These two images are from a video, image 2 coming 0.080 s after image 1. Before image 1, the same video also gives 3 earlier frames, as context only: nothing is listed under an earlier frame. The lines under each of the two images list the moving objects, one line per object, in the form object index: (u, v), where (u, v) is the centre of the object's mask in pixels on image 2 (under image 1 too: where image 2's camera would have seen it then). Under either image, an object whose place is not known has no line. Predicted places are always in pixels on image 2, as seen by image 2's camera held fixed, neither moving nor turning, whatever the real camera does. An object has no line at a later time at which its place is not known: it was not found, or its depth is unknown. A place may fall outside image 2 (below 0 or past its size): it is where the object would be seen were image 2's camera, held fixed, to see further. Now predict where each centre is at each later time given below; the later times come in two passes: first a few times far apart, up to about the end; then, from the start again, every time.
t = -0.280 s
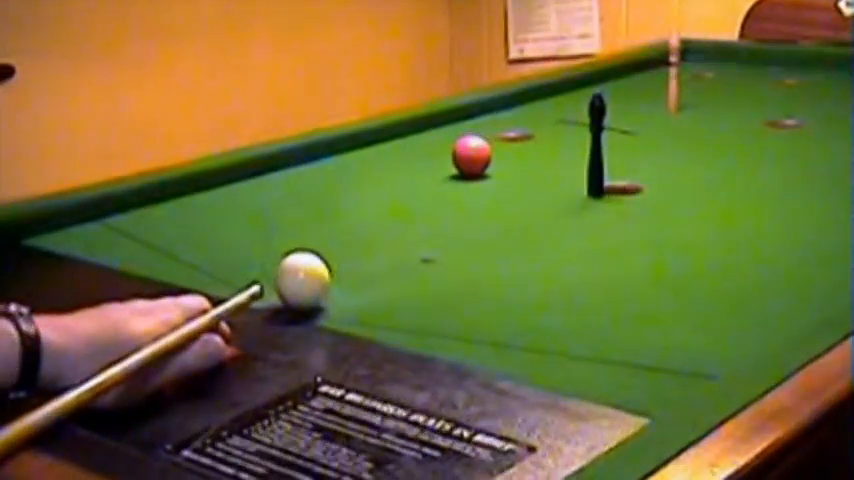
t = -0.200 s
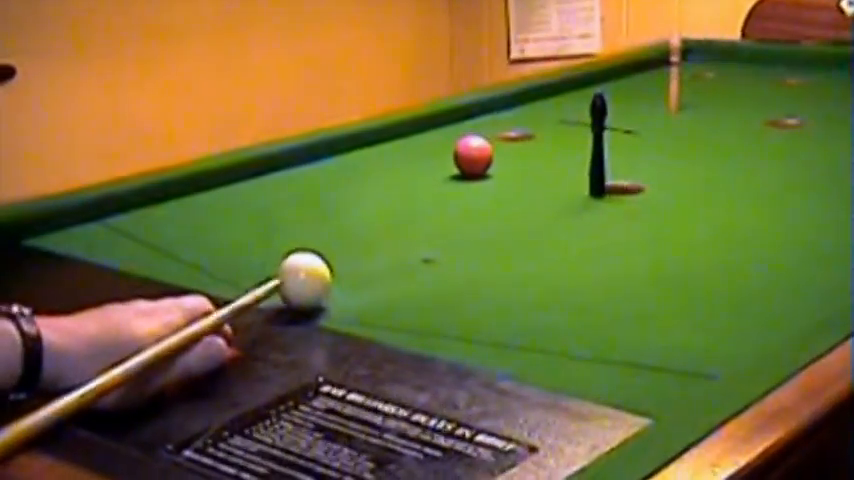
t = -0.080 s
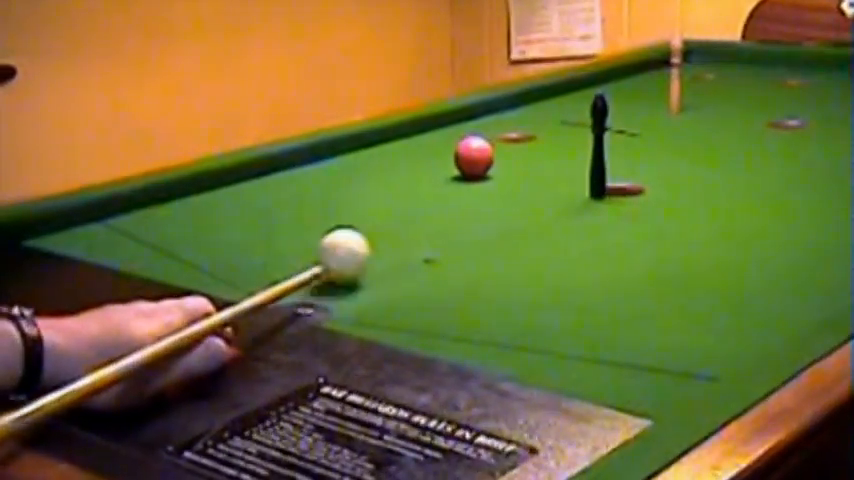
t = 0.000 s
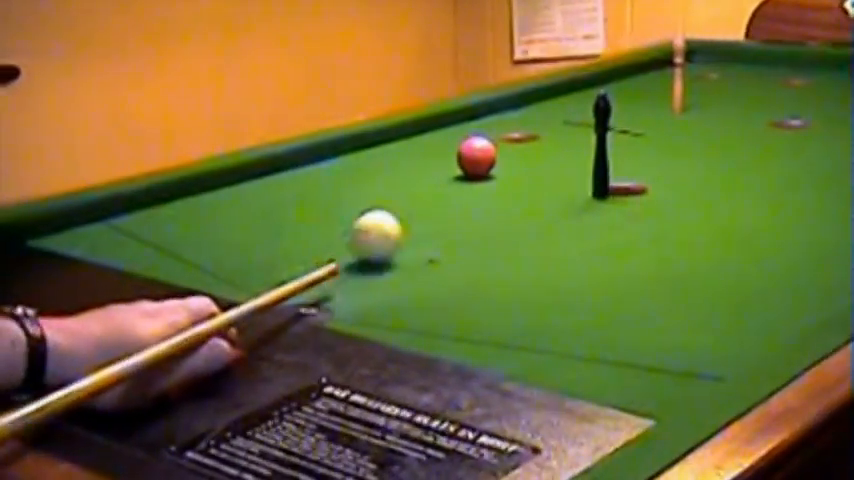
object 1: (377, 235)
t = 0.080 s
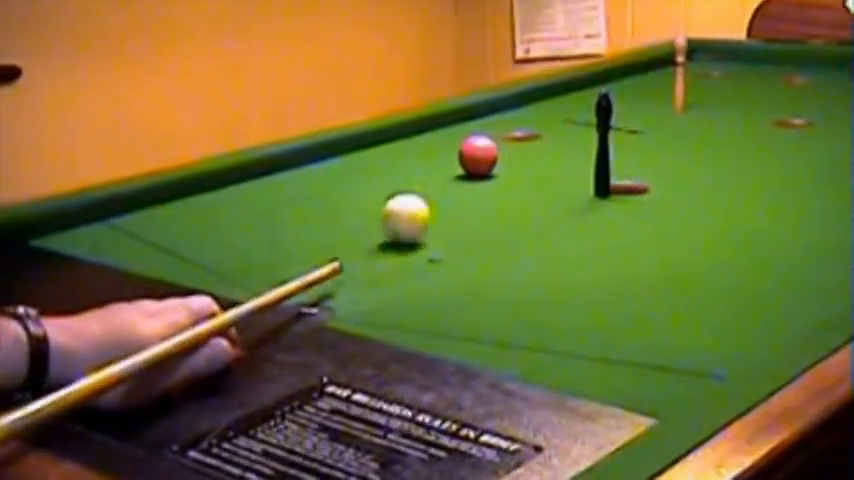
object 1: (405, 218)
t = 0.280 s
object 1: (462, 183)
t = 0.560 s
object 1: (542, 154)
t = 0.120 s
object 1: (418, 210)
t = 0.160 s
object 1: (430, 202)
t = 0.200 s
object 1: (441, 195)
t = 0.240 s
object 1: (453, 189)
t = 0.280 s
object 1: (462, 183)
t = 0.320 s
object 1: (473, 176)
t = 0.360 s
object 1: (483, 169)
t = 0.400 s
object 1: (491, 164)
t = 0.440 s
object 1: (505, 162)
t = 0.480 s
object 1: (518, 159)
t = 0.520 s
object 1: (531, 157)
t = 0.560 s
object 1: (542, 154)
